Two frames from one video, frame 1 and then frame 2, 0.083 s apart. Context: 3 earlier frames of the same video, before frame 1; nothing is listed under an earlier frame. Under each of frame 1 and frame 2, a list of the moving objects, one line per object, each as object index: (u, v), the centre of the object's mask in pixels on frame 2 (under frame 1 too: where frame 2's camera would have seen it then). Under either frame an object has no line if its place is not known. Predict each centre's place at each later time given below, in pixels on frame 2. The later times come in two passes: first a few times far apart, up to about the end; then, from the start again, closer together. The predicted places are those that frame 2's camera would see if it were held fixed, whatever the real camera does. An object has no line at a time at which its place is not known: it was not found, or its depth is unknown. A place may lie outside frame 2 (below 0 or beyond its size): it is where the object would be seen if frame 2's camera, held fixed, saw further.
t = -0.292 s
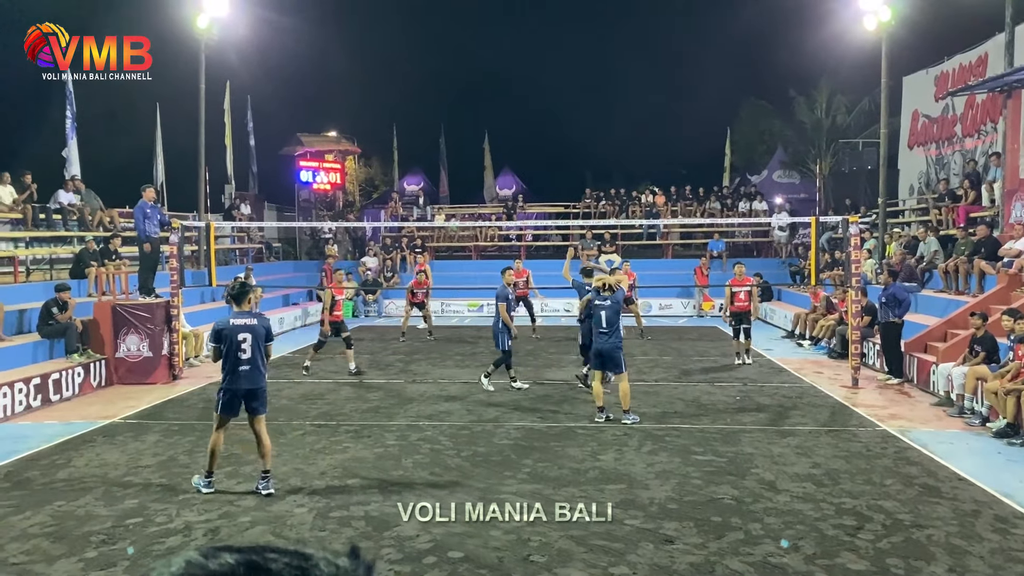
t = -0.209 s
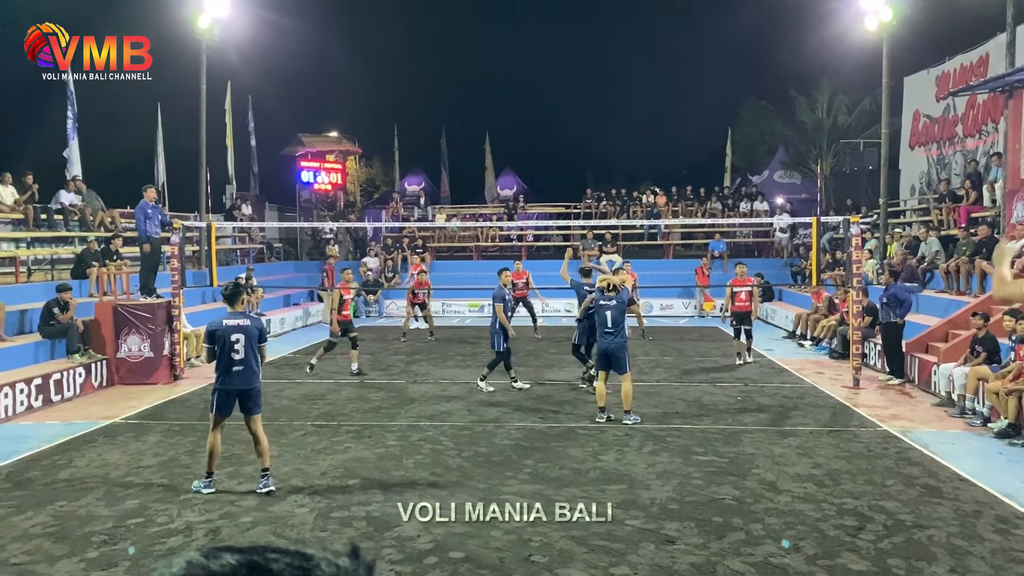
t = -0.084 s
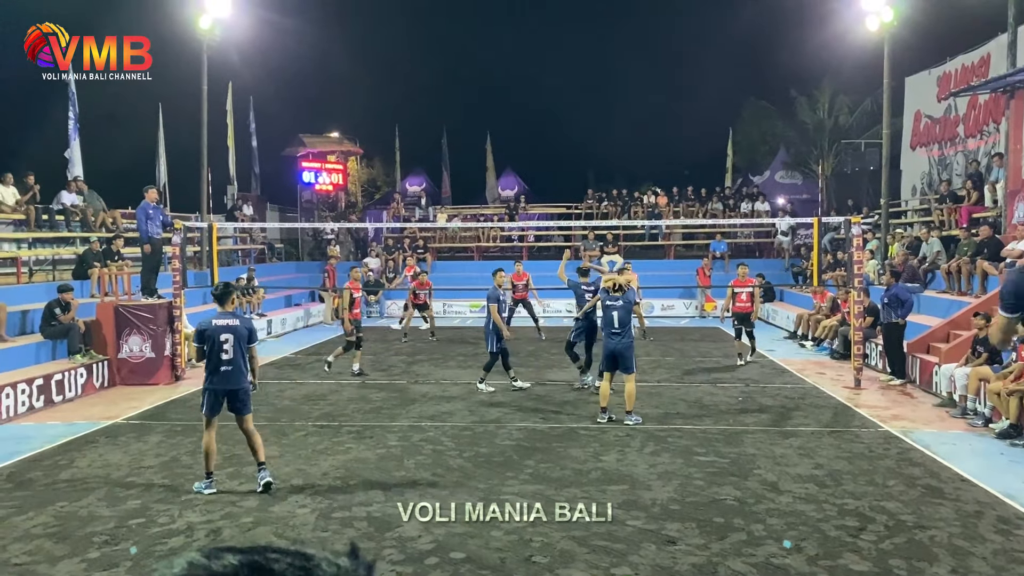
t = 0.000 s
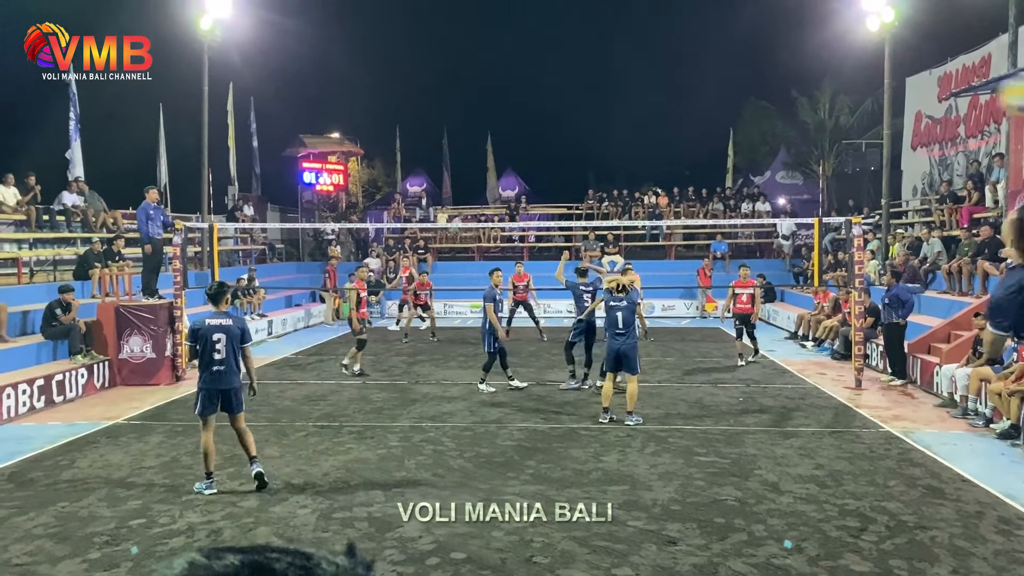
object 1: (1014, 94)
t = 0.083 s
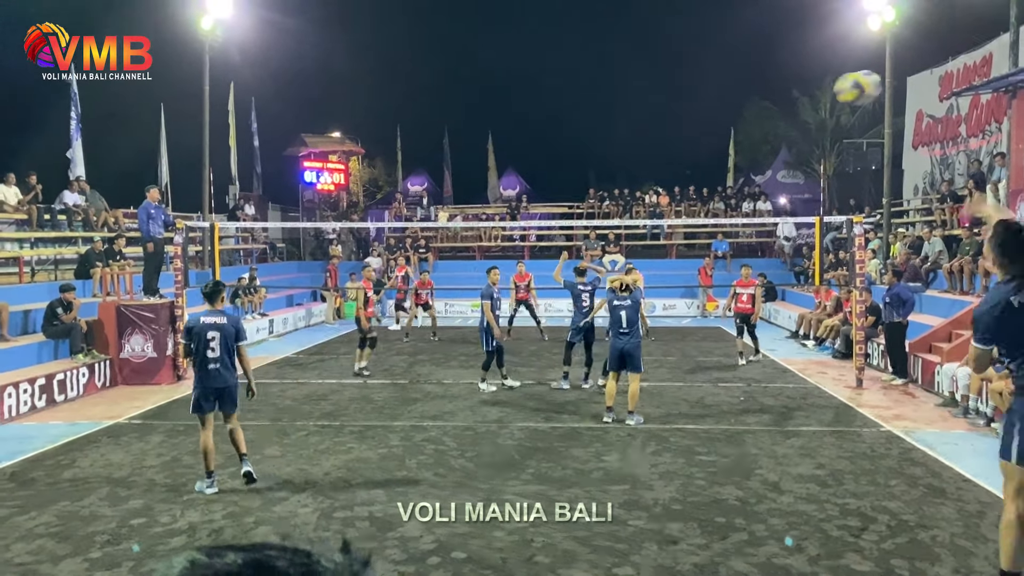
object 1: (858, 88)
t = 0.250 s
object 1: (699, 116)
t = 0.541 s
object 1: (590, 200)
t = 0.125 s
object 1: (793, 92)
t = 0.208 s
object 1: (721, 108)
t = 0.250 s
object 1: (699, 116)
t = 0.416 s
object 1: (626, 161)
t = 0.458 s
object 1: (611, 176)
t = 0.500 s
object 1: (602, 186)
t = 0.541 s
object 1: (590, 200)
